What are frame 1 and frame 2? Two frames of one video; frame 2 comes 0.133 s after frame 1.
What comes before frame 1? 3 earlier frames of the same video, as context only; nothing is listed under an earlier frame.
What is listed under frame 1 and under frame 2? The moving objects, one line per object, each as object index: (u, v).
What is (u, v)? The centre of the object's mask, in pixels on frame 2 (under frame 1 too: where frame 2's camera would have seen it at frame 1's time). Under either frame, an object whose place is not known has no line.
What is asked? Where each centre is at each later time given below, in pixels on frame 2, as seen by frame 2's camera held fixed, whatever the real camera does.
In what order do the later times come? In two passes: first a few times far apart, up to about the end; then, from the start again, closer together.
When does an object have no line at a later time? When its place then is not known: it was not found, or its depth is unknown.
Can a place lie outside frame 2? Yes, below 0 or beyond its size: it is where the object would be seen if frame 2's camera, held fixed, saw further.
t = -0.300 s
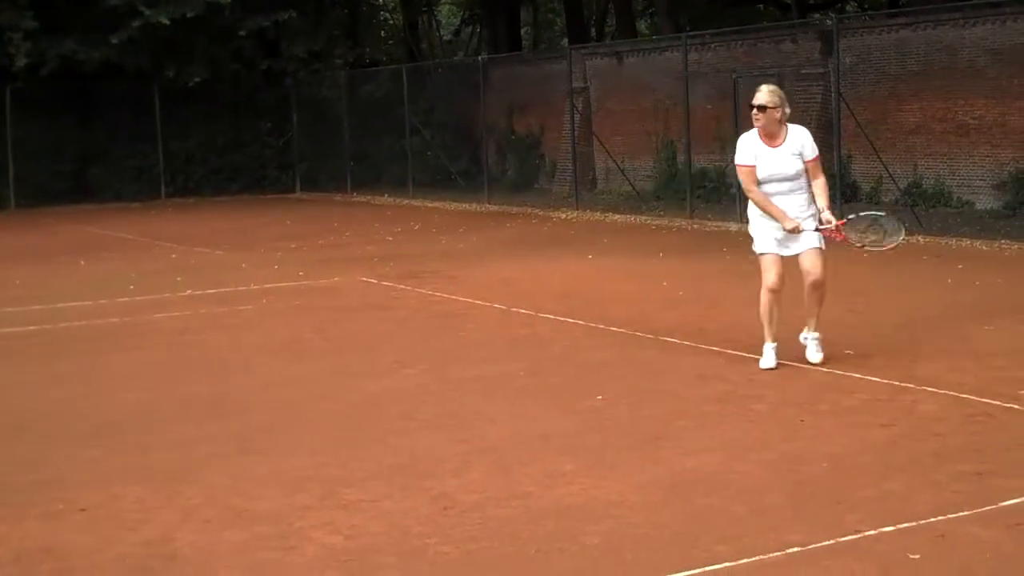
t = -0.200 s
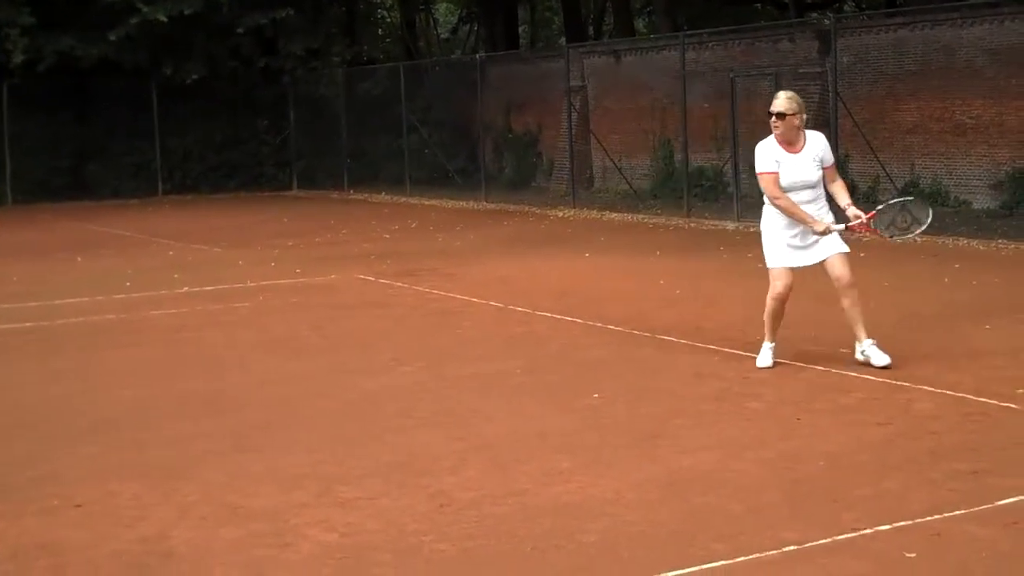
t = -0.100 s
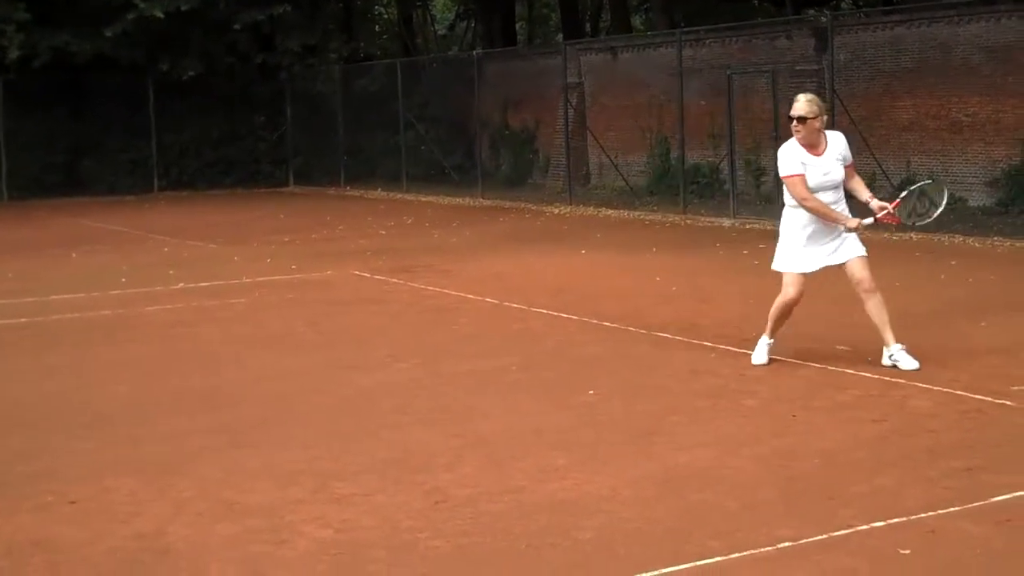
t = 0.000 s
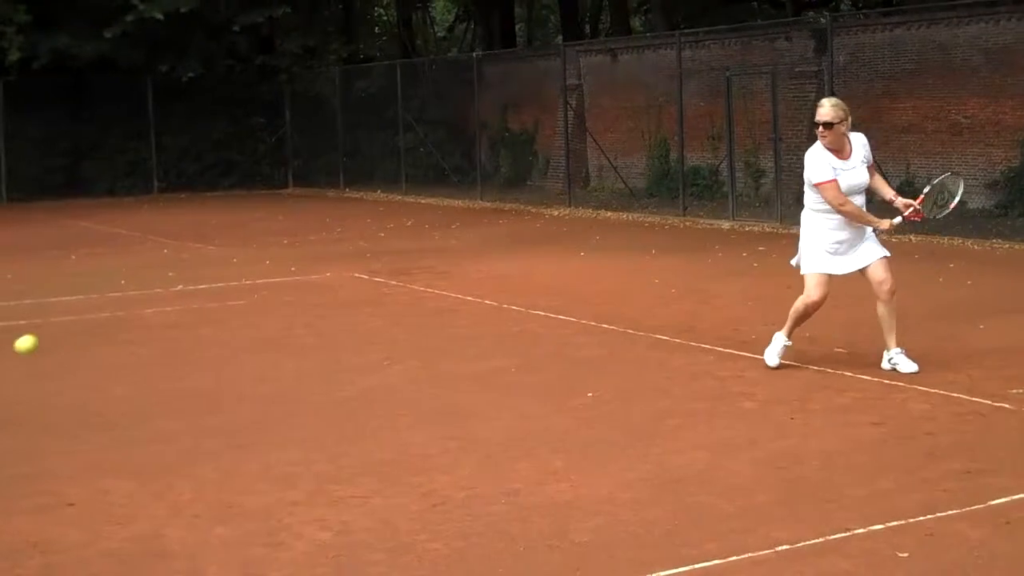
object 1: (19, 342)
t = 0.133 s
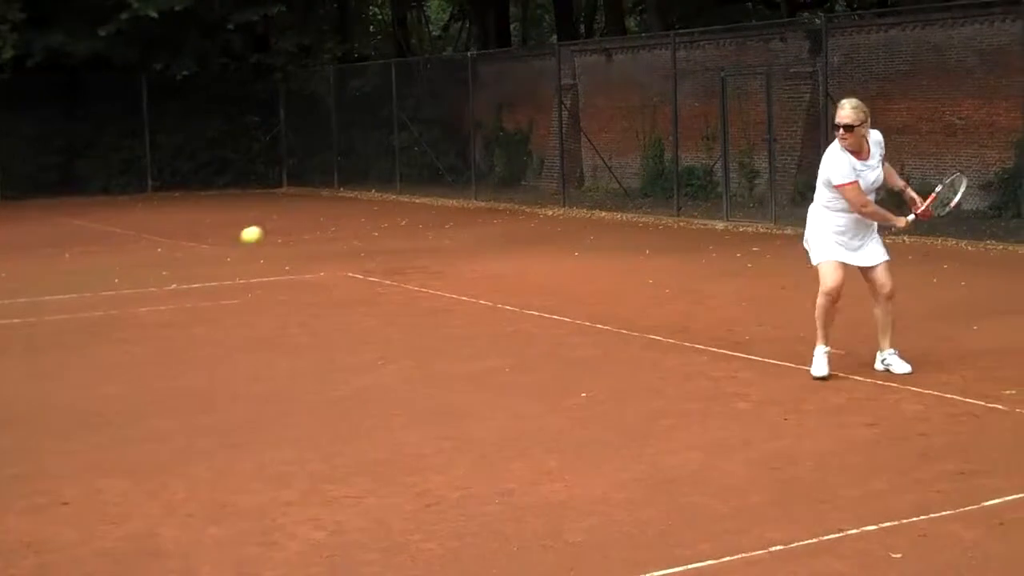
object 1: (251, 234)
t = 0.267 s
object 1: (461, 181)
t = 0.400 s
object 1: (648, 175)
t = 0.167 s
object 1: (306, 216)
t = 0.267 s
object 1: (461, 181)
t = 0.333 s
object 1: (557, 173)
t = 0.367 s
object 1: (603, 172)
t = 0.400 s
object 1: (648, 175)
